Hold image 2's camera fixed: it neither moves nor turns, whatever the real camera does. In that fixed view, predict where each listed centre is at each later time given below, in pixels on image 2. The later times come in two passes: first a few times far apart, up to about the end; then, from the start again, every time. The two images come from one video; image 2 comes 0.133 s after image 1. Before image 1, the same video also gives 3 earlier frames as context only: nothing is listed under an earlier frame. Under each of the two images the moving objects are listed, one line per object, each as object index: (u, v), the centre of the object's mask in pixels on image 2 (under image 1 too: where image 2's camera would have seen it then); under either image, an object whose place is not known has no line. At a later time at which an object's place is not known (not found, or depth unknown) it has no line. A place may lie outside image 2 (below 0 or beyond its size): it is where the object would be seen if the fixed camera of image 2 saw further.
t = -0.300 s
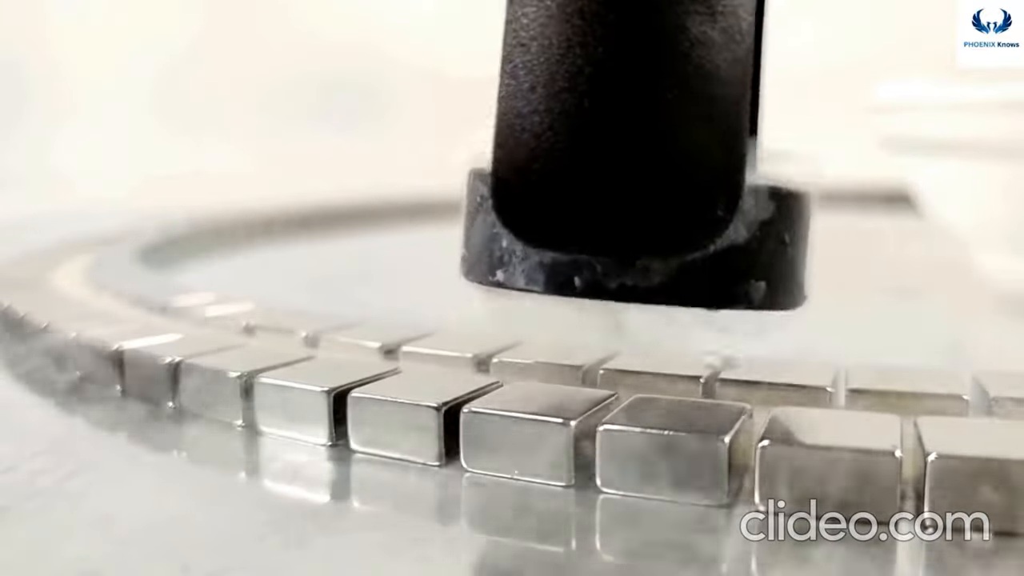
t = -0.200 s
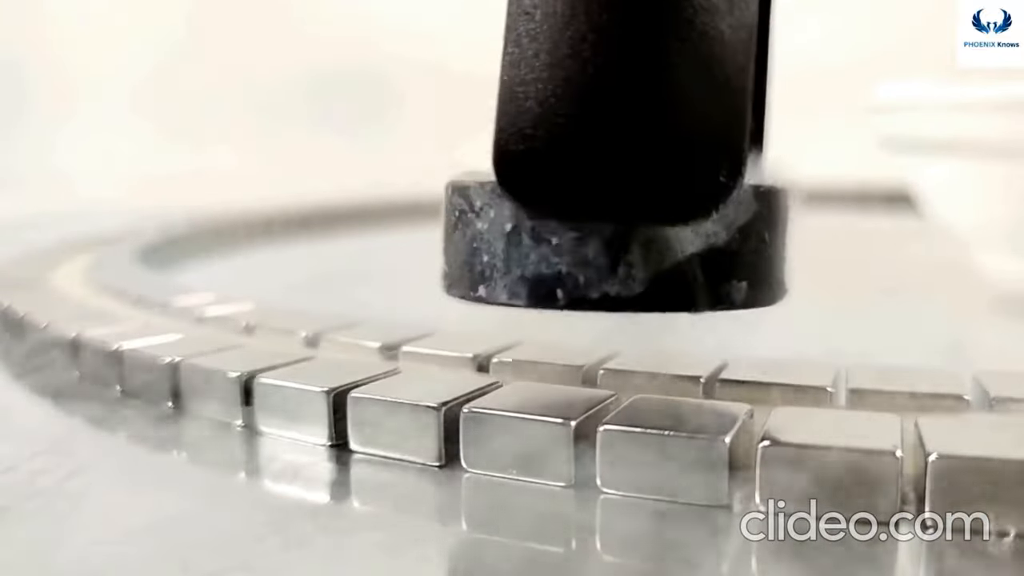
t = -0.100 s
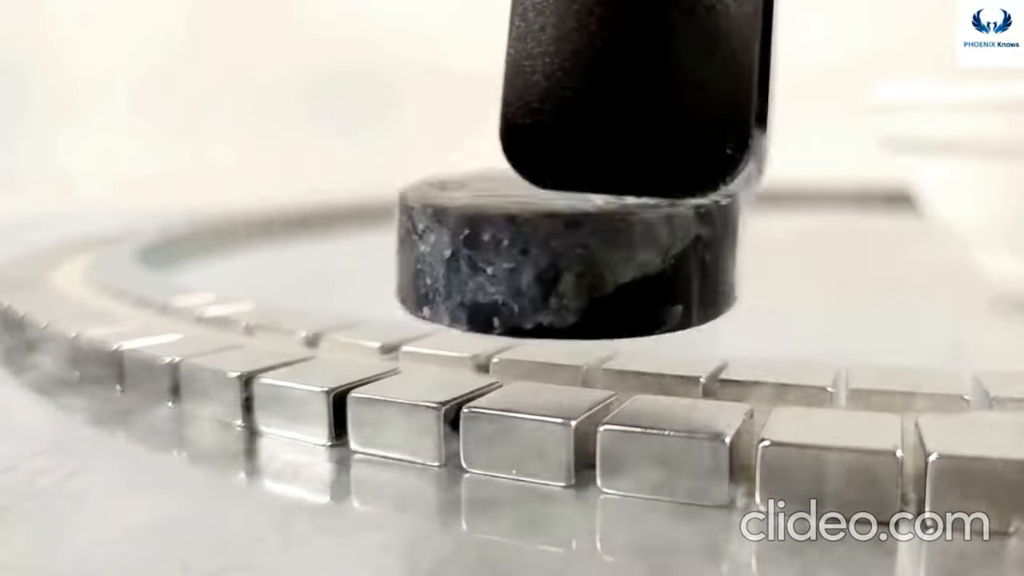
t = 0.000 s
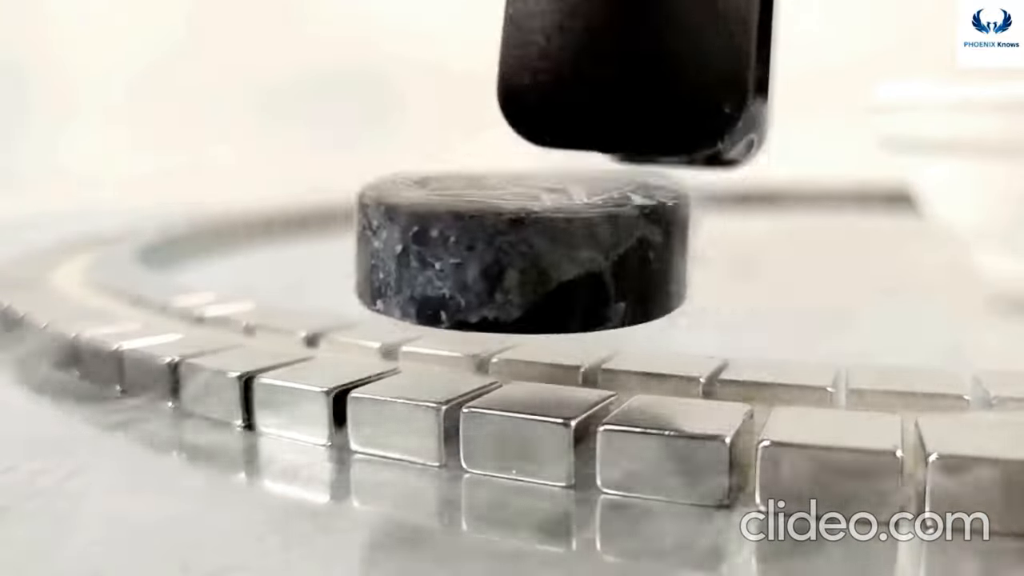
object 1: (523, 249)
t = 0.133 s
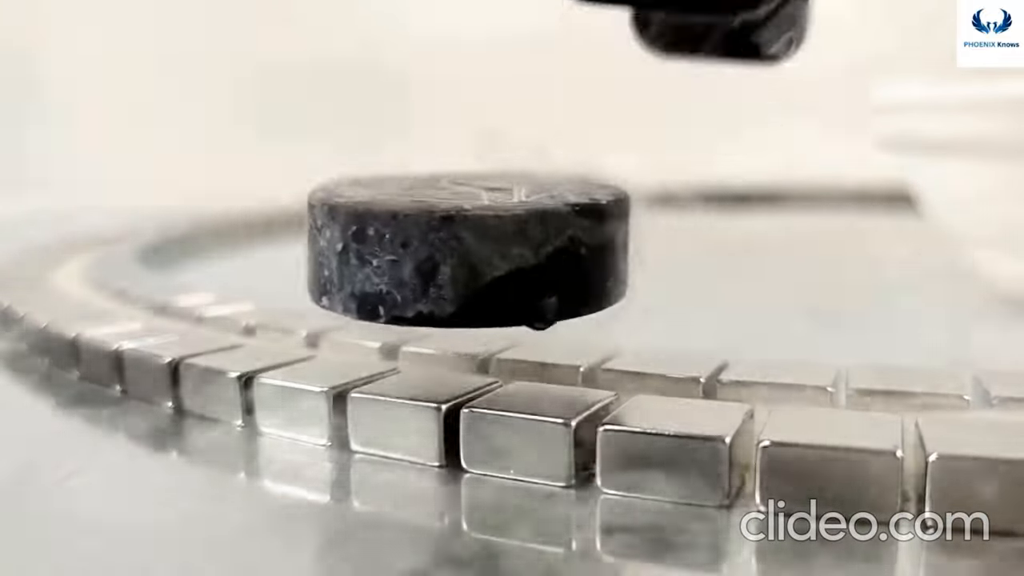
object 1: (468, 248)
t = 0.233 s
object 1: (427, 246)
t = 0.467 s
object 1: (342, 242)
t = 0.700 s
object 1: (286, 237)
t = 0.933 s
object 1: (245, 235)
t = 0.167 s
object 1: (453, 248)
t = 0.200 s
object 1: (440, 247)
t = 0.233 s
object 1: (427, 246)
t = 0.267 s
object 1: (415, 245)
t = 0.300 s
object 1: (402, 245)
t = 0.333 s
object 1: (389, 244)
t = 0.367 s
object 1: (377, 243)
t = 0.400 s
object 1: (365, 242)
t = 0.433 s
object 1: (353, 242)
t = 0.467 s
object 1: (342, 242)
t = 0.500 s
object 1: (333, 241)
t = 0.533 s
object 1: (325, 240)
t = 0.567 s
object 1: (317, 239)
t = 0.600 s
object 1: (310, 239)
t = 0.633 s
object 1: (302, 238)
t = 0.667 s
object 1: (294, 238)
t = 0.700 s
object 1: (286, 237)
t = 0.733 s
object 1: (278, 237)
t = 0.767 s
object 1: (270, 237)
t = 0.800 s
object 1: (263, 236)
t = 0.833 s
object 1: (258, 236)
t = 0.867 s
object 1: (253, 236)
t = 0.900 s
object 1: (249, 235)
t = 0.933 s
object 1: (245, 235)
